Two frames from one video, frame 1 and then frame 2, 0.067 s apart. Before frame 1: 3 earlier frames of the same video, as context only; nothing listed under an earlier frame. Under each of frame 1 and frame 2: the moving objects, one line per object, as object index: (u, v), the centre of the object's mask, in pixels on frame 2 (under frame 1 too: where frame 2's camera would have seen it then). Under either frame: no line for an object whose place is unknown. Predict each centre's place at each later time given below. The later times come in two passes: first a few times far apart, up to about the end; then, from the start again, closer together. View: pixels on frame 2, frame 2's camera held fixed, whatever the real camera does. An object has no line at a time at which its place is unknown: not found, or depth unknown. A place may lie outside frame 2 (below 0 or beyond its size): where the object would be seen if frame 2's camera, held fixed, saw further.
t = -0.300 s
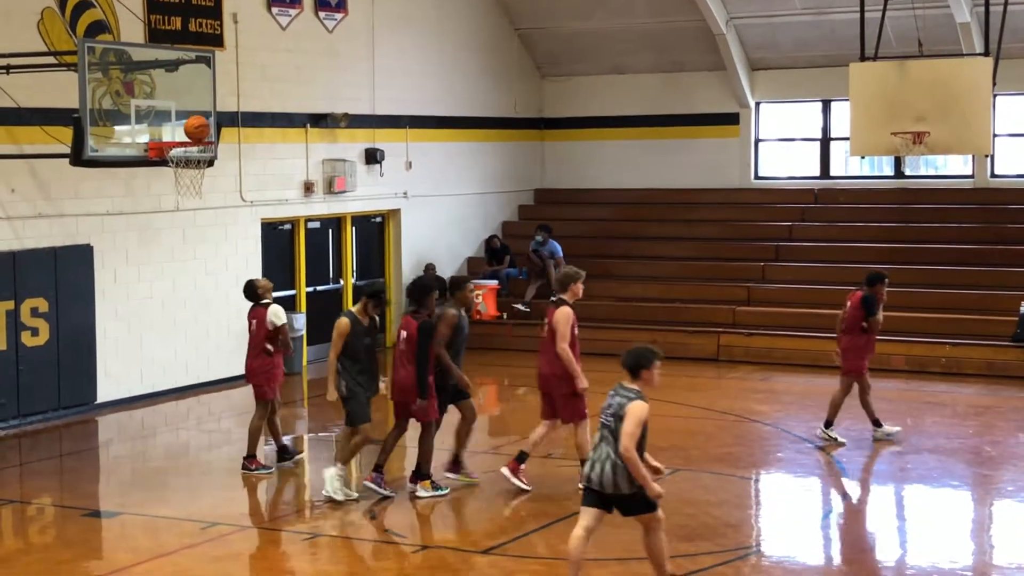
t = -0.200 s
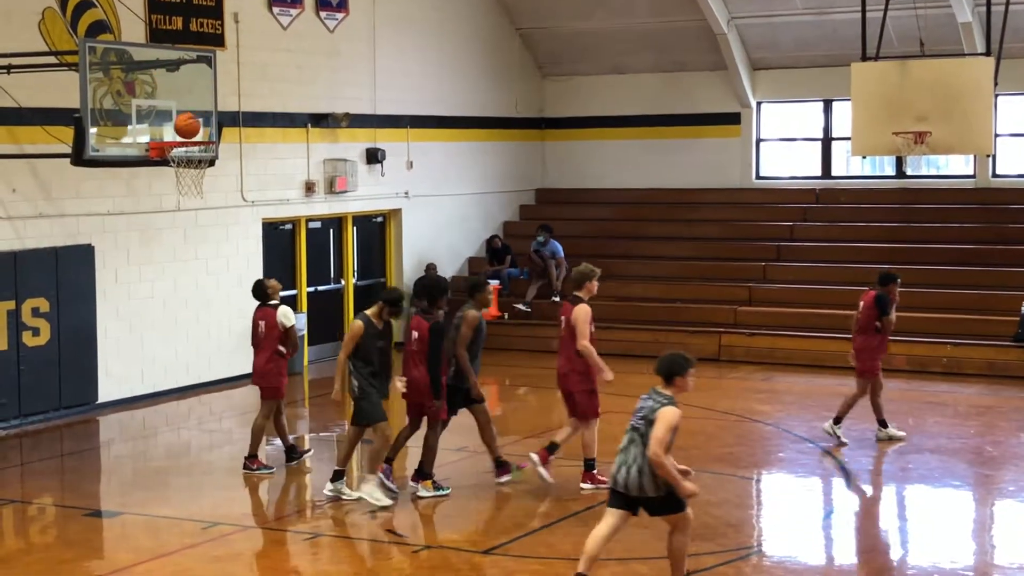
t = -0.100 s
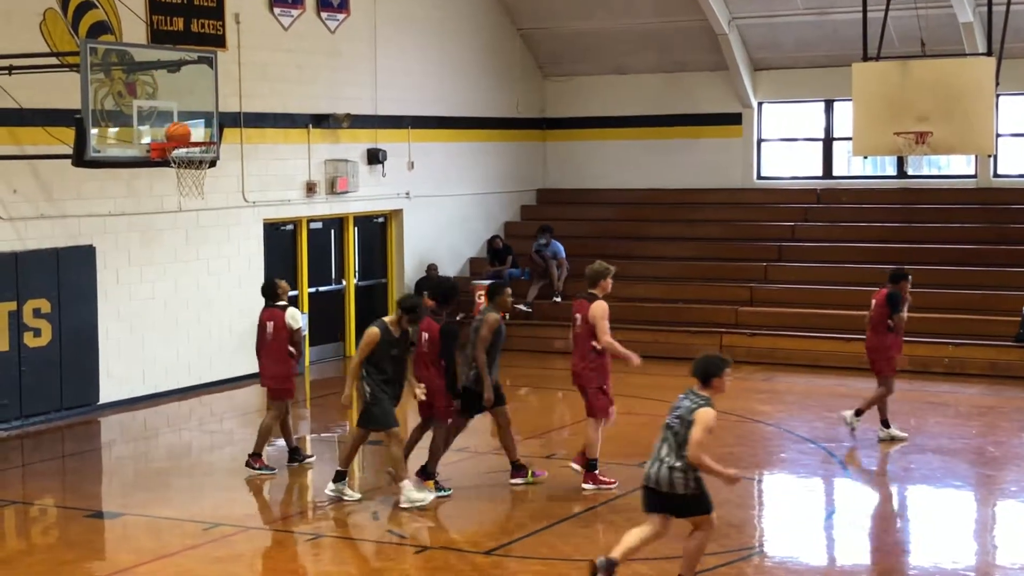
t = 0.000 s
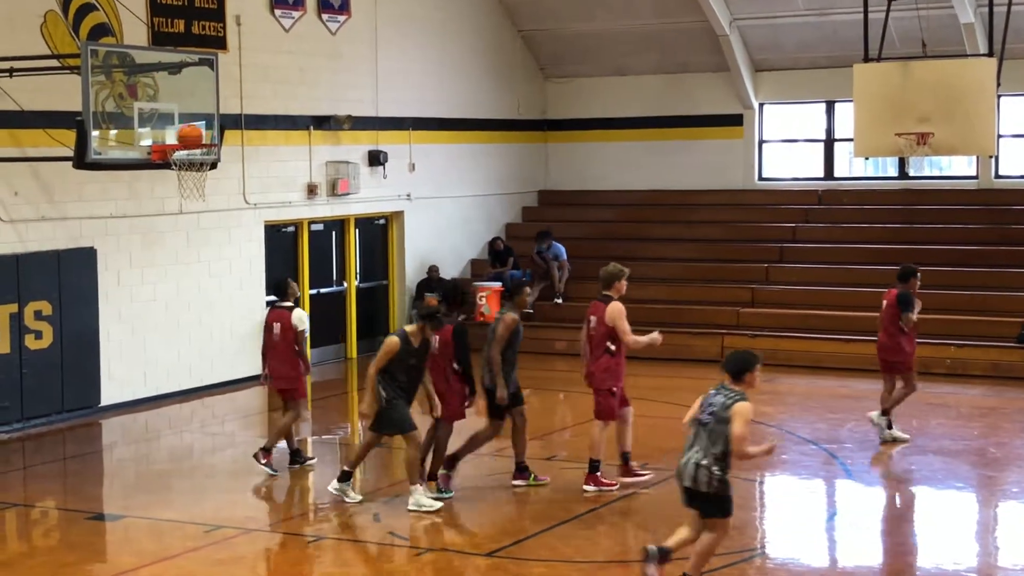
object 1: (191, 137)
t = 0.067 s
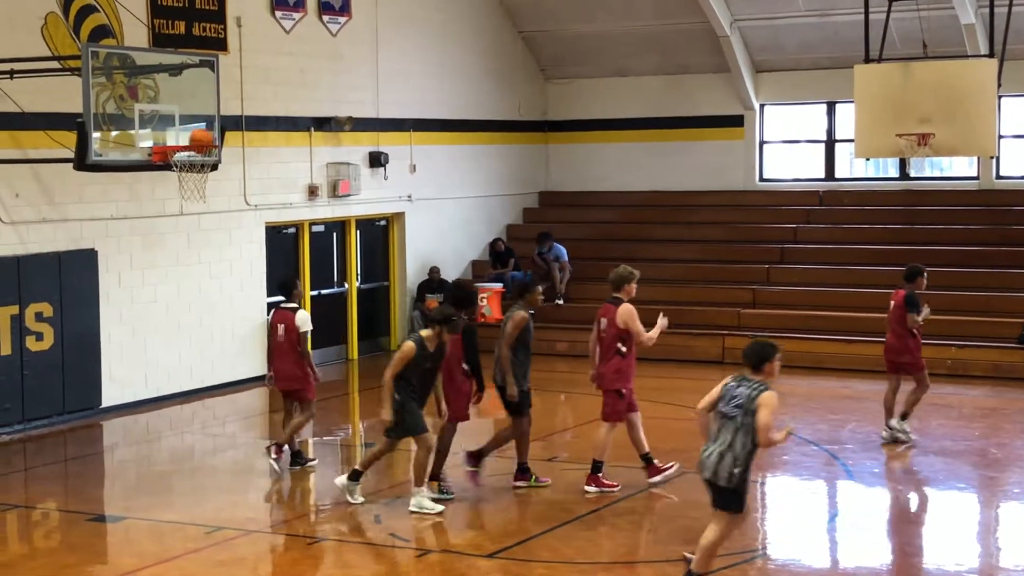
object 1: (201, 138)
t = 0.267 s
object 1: (182, 159)
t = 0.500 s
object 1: (173, 184)
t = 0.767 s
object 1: (179, 263)
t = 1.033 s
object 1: (186, 414)
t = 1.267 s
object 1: (195, 377)
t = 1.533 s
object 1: (209, 307)
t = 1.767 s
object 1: (223, 304)
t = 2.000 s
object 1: (238, 356)
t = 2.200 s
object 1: (252, 443)
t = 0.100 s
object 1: (203, 140)
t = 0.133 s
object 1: (199, 143)
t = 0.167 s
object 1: (195, 145)
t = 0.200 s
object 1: (190, 149)
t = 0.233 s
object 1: (186, 153)
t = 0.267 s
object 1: (182, 159)
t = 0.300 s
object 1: (177, 164)
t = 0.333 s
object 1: (174, 167)
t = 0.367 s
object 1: (172, 169)
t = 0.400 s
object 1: (173, 173)
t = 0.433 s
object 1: (173, 176)
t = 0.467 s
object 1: (173, 180)
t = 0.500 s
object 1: (173, 184)
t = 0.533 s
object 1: (174, 192)
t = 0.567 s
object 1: (174, 198)
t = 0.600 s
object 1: (175, 206)
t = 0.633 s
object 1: (176, 214)
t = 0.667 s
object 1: (176, 225)
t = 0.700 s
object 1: (177, 237)
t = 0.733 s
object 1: (178, 249)
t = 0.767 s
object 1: (179, 263)
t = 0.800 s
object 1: (180, 278)
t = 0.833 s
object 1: (181, 294)
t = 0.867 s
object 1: (181, 312)
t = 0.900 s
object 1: (182, 330)
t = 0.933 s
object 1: (183, 349)
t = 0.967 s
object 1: (184, 370)
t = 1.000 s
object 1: (186, 391)
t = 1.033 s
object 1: (186, 414)
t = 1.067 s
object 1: (187, 439)
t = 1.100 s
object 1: (188, 458)
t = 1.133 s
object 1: (189, 441)
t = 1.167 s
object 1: (191, 424)
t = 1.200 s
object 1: (192, 407)
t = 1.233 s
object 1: (194, 392)
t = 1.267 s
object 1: (195, 377)
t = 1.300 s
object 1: (197, 364)
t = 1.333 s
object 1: (199, 353)
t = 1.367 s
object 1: (200, 342)
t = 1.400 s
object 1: (202, 333)
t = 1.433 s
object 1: (204, 325)
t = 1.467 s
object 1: (206, 318)
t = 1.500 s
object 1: (208, 312)
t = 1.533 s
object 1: (209, 307)
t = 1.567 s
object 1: (211, 303)
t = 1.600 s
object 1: (213, 300)
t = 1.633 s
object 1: (215, 299)
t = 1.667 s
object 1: (217, 299)
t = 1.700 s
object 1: (219, 299)
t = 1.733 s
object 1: (221, 301)
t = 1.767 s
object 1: (223, 304)
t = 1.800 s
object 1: (225, 308)
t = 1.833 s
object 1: (228, 314)
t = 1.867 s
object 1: (230, 320)
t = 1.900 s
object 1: (232, 328)
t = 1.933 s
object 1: (234, 336)
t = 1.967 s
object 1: (236, 346)
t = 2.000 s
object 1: (238, 356)
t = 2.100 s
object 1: (245, 394)
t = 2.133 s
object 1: (247, 410)
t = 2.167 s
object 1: (249, 426)
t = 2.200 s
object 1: (252, 443)
